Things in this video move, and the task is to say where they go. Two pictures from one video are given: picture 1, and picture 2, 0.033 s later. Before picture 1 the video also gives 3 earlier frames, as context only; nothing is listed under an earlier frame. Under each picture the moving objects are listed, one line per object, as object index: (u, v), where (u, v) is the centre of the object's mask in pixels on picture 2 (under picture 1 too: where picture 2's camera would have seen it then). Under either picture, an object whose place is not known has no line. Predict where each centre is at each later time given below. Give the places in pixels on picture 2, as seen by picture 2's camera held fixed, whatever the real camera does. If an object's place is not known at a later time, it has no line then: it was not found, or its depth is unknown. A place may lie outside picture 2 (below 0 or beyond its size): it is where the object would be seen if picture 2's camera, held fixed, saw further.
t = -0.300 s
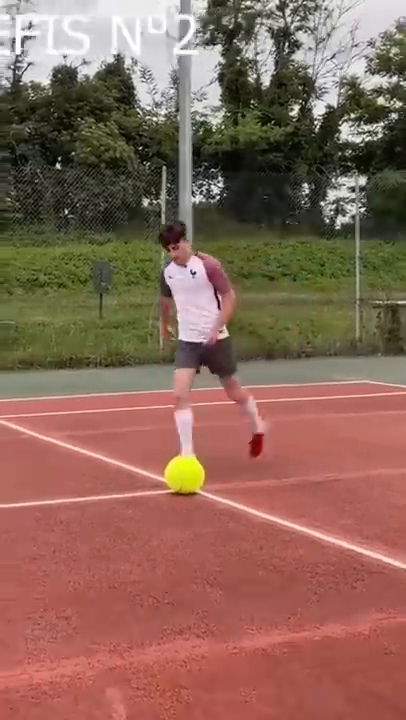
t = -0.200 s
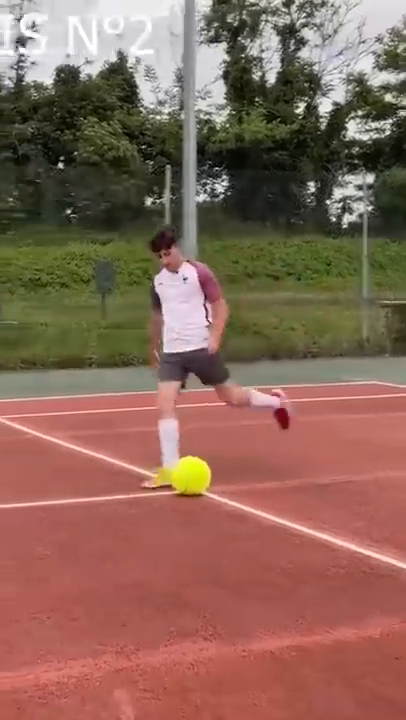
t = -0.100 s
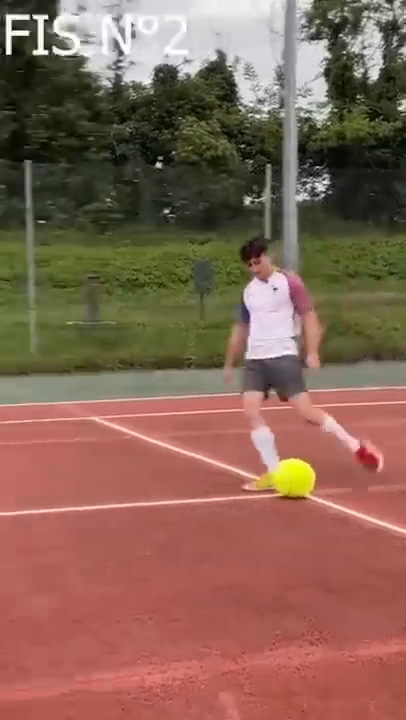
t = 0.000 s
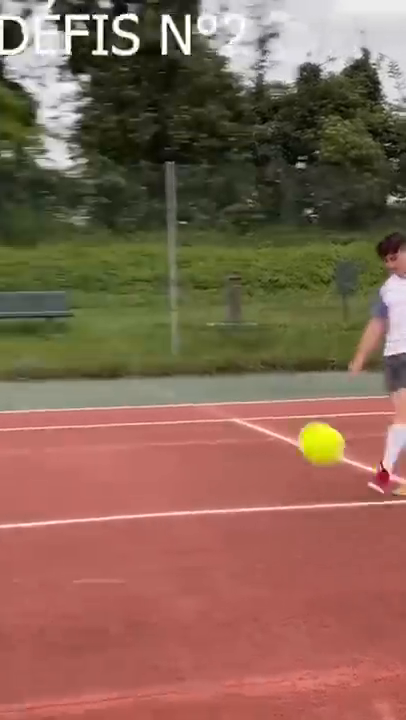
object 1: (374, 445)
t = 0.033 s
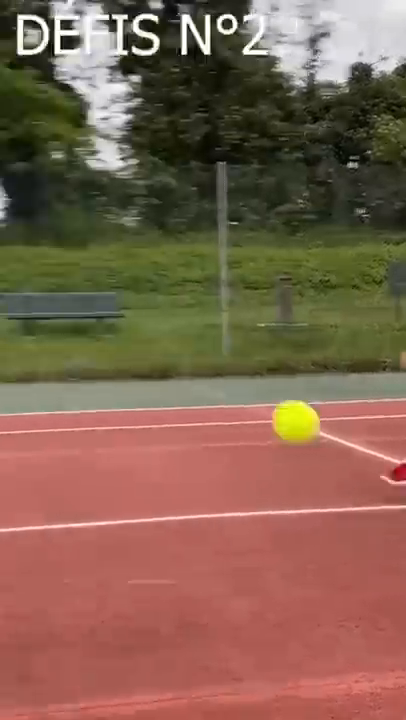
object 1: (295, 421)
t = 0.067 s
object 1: (219, 399)
